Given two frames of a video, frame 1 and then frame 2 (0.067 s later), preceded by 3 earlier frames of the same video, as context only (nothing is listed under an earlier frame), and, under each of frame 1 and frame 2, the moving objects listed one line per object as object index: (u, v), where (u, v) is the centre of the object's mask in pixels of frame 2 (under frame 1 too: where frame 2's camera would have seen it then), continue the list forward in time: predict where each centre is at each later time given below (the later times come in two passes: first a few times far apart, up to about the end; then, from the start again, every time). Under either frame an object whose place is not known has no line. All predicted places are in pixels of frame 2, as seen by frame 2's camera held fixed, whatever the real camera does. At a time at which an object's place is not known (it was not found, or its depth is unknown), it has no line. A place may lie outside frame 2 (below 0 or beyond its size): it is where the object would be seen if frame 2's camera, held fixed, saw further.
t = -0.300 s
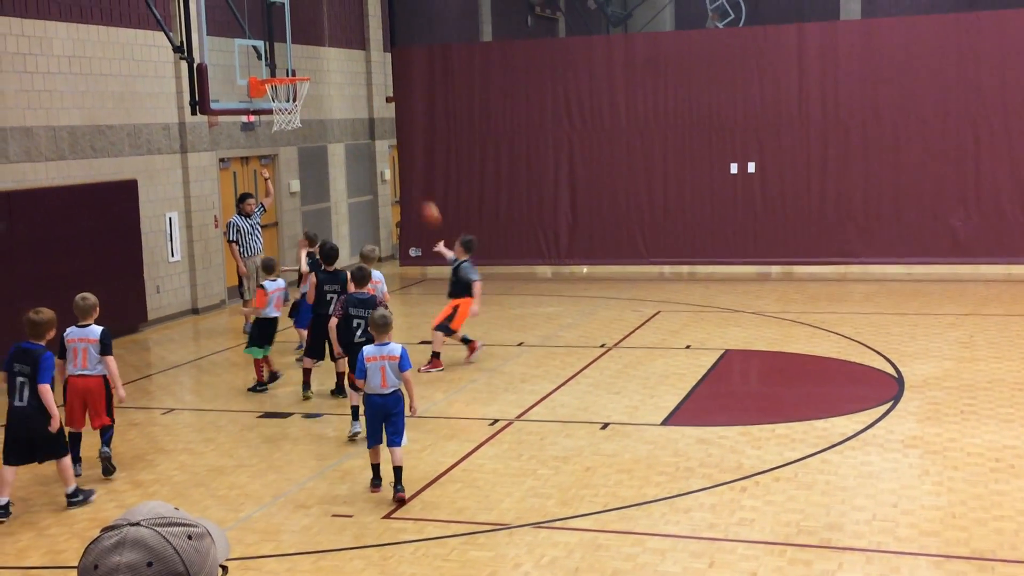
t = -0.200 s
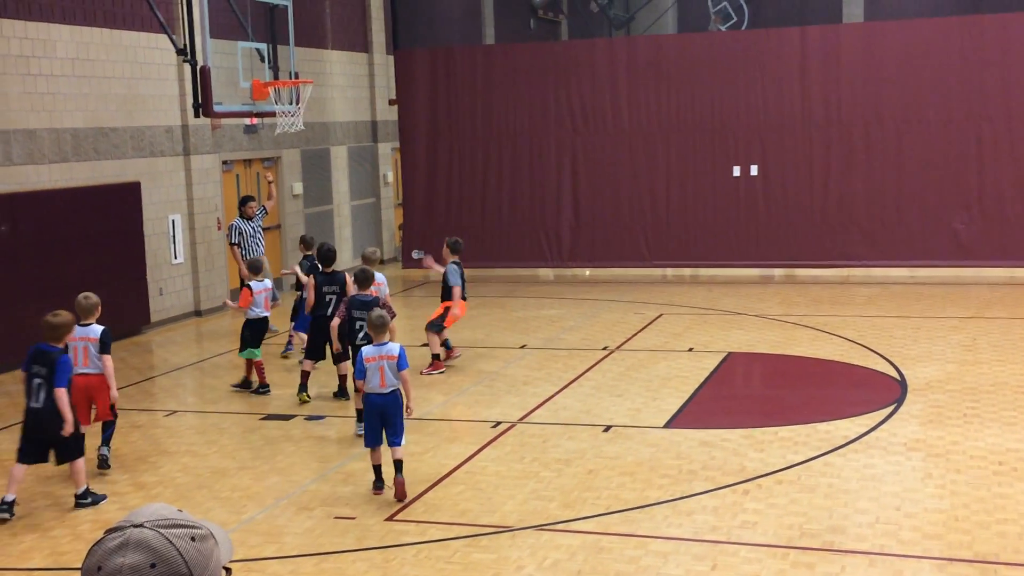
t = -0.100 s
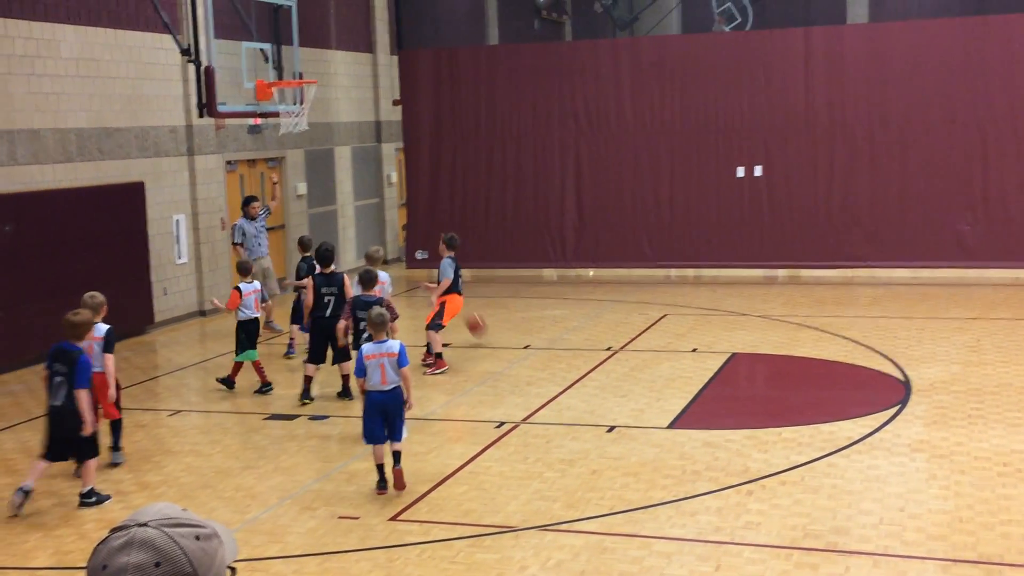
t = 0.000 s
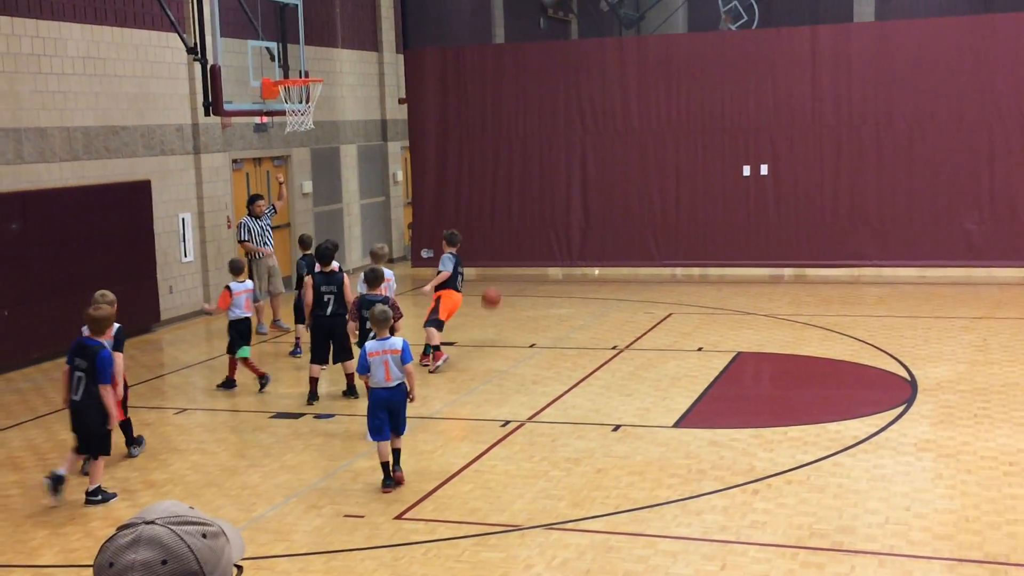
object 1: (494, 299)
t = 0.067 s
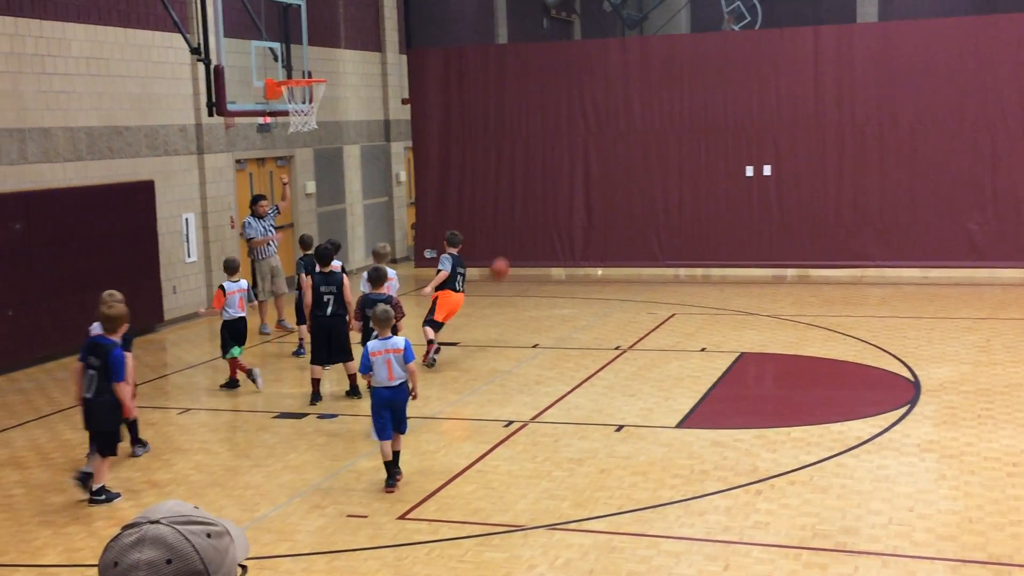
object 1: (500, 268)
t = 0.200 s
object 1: (509, 223)
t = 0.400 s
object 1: (526, 182)
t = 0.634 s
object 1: (546, 177)
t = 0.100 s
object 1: (502, 256)
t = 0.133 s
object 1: (504, 245)
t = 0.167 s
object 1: (507, 234)
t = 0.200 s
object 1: (509, 223)
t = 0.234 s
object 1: (512, 214)
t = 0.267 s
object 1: (514, 206)
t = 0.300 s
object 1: (518, 199)
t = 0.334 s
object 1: (520, 192)
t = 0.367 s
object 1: (523, 187)
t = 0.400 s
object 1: (526, 182)
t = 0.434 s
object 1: (529, 179)
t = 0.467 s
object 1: (532, 177)
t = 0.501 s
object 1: (534, 175)
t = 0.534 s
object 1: (537, 174)
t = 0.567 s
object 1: (540, 174)
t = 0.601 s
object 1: (543, 175)
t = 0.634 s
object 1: (546, 177)
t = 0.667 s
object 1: (548, 179)
